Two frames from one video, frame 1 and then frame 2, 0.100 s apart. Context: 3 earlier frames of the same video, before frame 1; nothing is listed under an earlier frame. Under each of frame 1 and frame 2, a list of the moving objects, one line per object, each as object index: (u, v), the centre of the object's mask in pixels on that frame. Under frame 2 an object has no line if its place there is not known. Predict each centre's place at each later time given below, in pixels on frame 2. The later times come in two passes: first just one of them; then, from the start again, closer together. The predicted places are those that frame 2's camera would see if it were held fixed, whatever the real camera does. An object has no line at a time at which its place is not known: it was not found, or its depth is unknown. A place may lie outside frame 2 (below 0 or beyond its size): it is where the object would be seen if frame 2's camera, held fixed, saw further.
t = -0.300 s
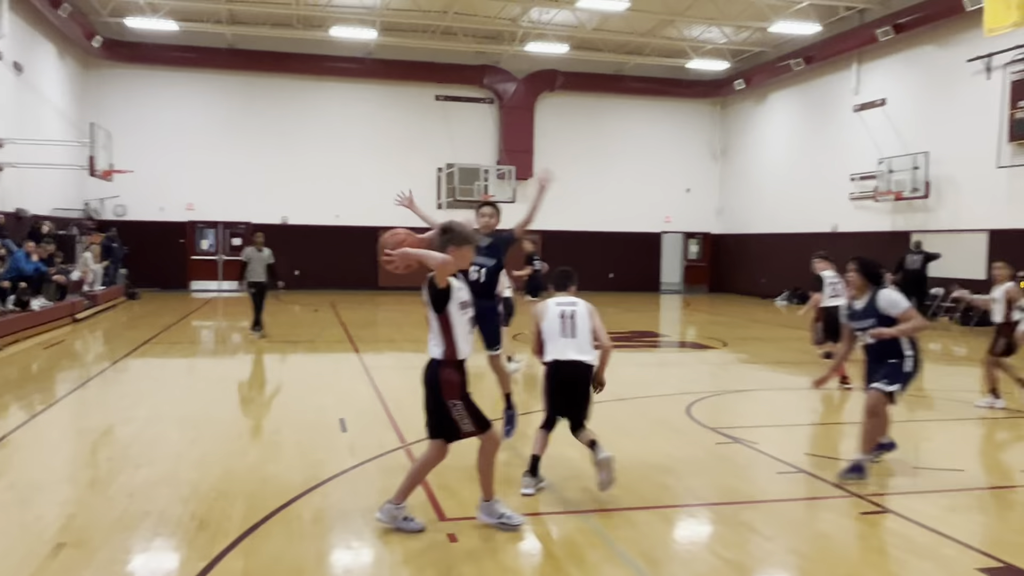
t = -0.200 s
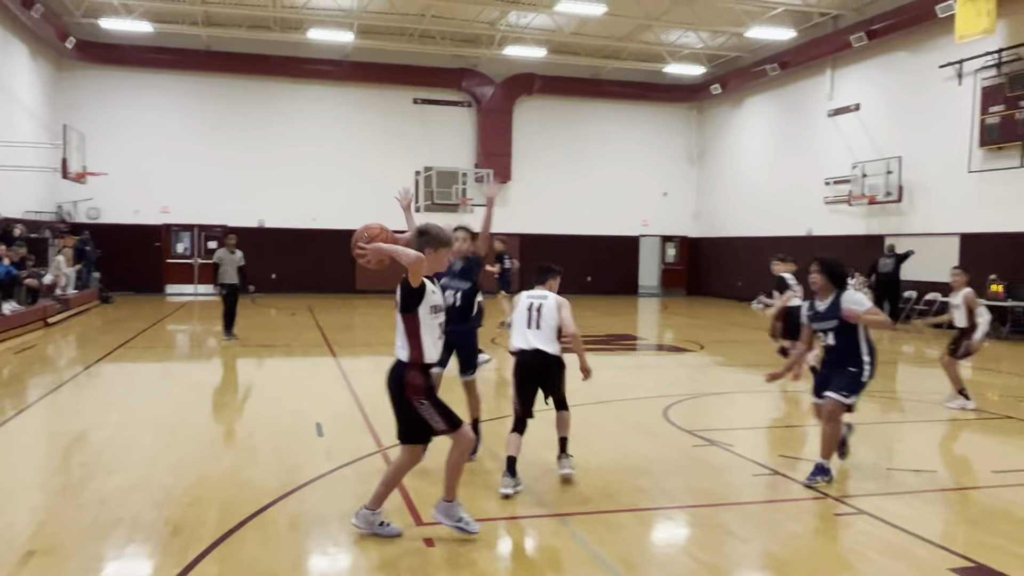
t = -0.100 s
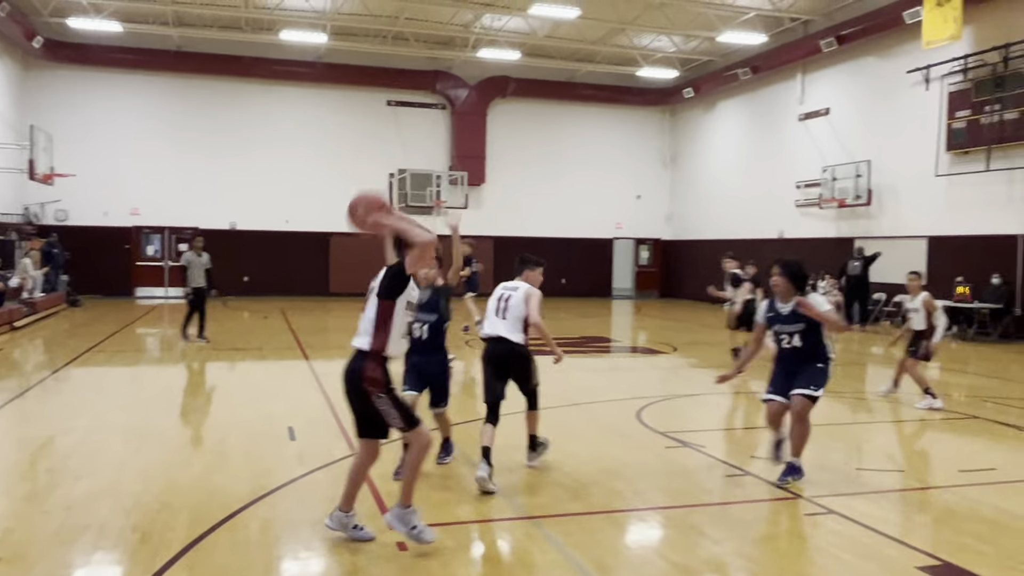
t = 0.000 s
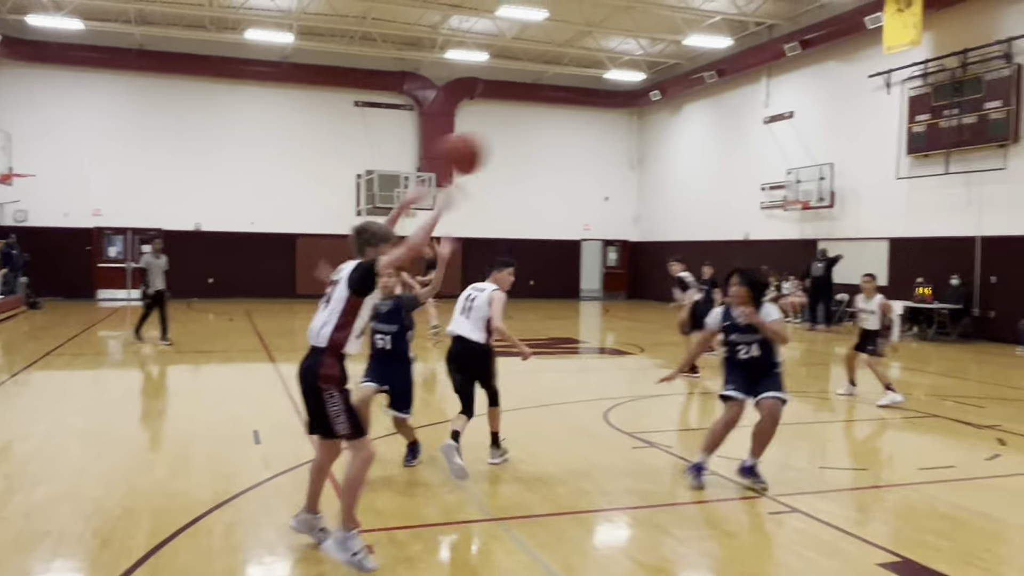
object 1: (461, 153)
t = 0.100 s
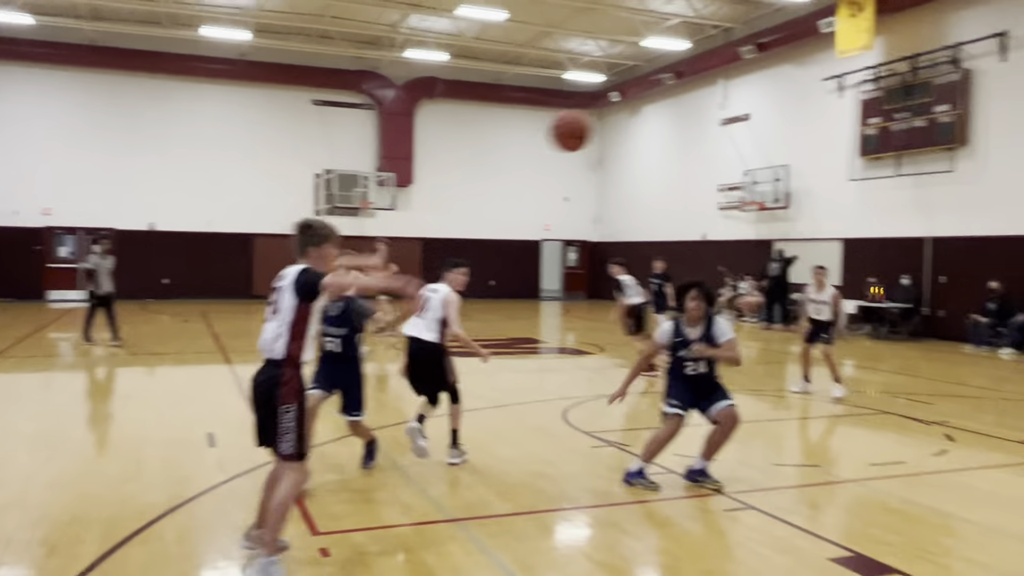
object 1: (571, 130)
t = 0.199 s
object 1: (696, 128)
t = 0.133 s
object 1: (613, 127)
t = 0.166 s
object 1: (656, 127)
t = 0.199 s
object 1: (696, 128)
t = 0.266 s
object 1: (768, 136)
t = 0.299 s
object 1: (801, 142)
